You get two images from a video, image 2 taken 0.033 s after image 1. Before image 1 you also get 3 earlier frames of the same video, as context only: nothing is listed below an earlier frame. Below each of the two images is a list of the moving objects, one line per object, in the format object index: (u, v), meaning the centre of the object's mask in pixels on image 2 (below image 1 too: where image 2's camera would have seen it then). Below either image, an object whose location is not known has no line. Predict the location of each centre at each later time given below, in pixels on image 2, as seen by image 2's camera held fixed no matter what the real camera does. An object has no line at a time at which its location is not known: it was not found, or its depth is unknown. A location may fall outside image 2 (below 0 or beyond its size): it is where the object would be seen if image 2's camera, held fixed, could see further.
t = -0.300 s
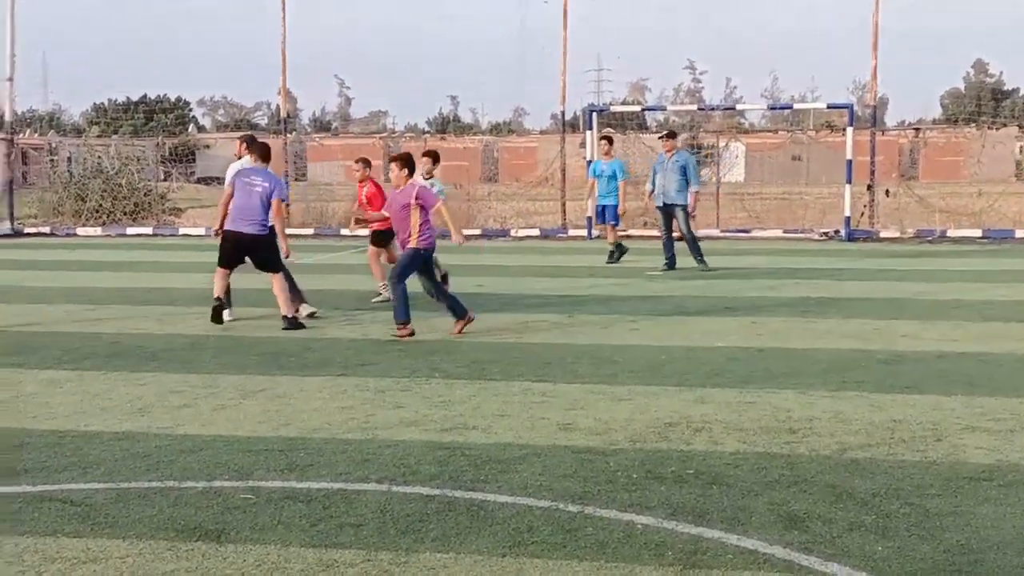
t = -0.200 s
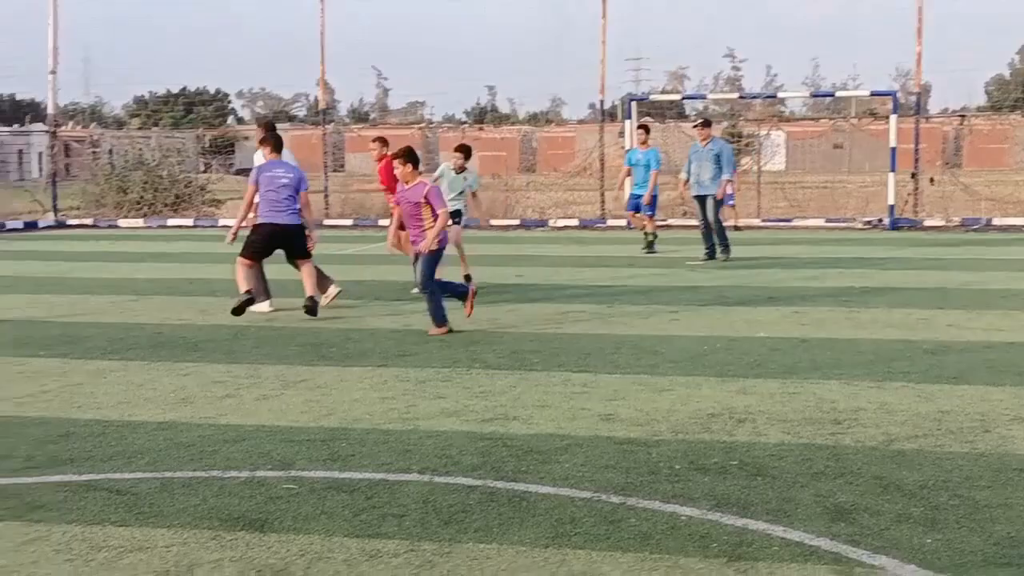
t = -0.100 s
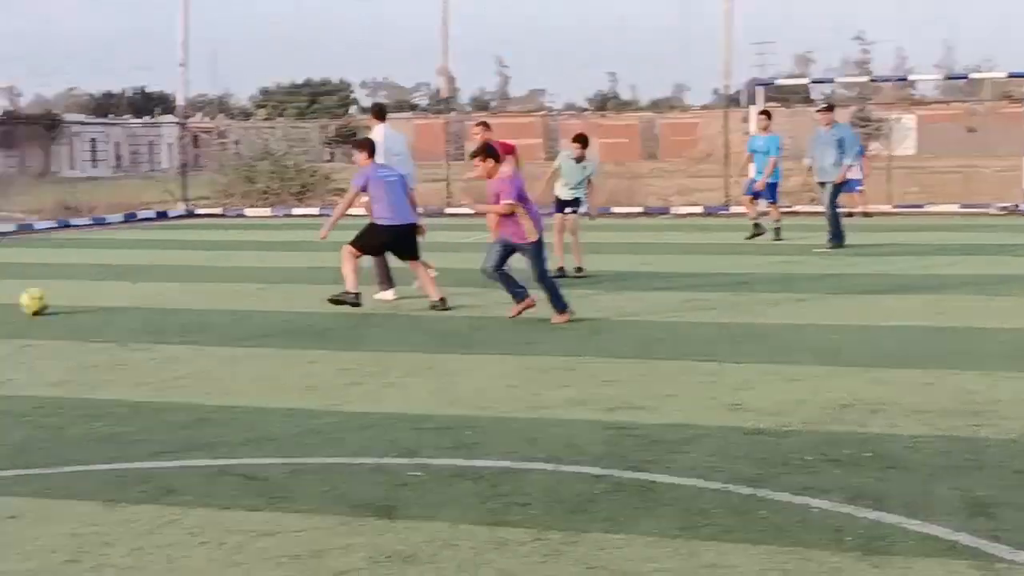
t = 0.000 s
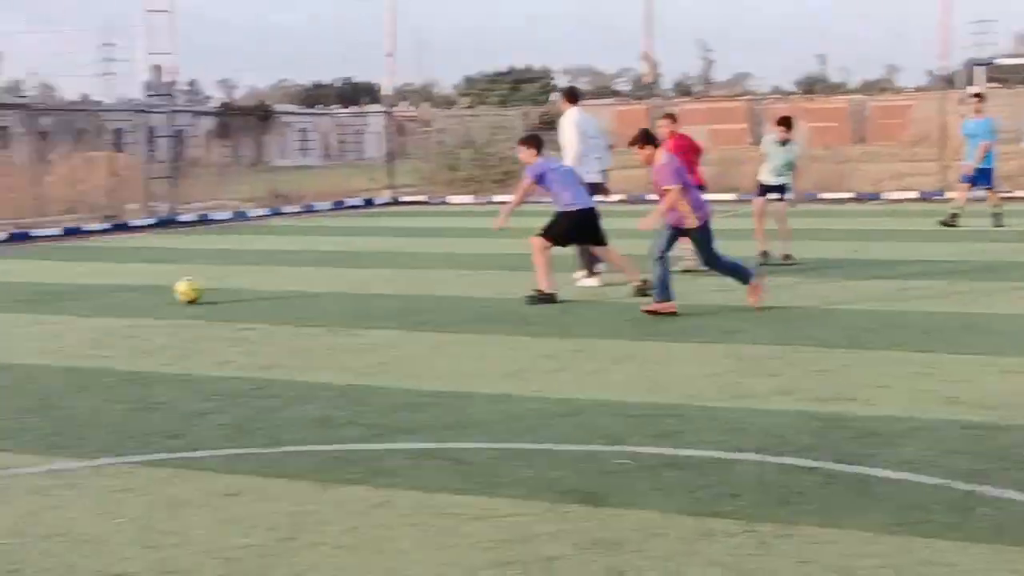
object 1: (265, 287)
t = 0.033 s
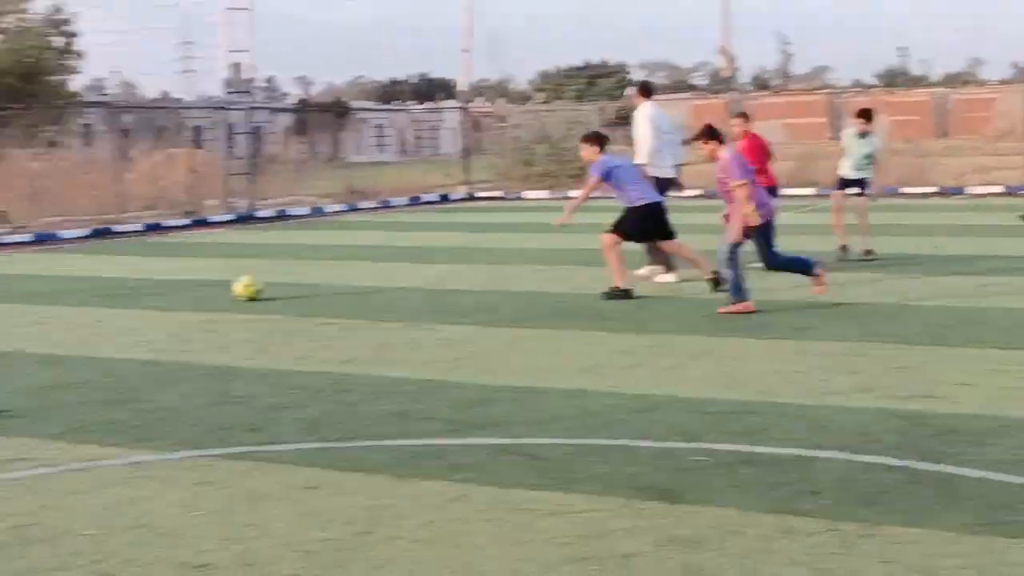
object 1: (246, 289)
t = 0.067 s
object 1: (225, 287)
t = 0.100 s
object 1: (206, 287)
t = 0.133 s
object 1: (187, 288)
